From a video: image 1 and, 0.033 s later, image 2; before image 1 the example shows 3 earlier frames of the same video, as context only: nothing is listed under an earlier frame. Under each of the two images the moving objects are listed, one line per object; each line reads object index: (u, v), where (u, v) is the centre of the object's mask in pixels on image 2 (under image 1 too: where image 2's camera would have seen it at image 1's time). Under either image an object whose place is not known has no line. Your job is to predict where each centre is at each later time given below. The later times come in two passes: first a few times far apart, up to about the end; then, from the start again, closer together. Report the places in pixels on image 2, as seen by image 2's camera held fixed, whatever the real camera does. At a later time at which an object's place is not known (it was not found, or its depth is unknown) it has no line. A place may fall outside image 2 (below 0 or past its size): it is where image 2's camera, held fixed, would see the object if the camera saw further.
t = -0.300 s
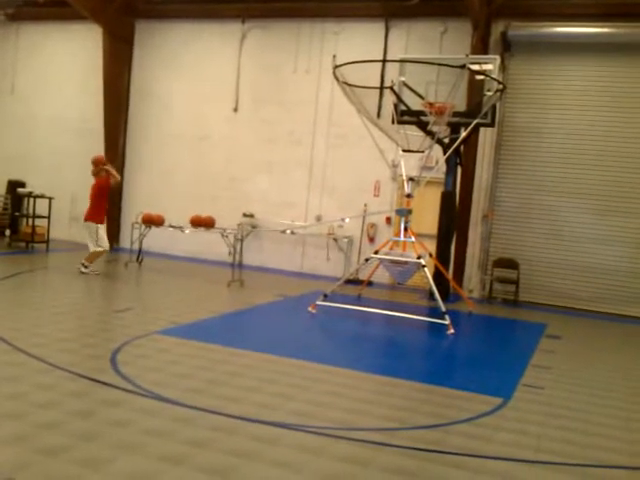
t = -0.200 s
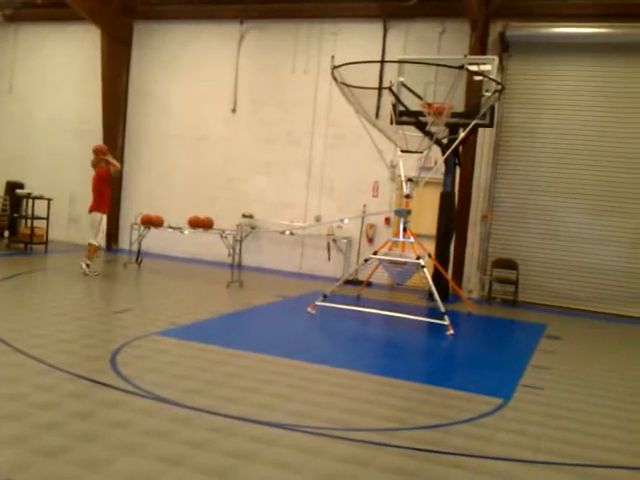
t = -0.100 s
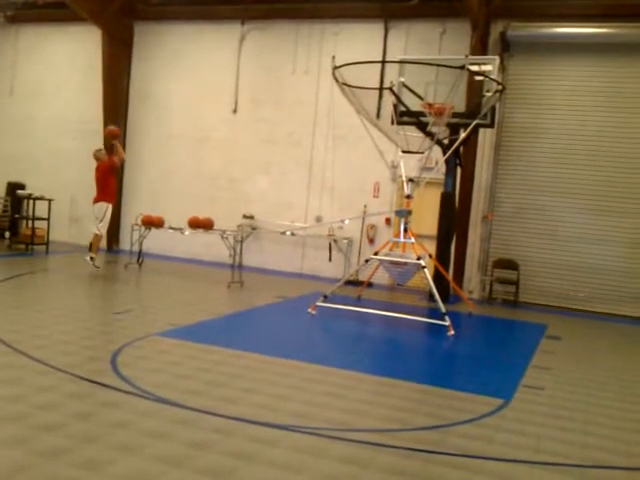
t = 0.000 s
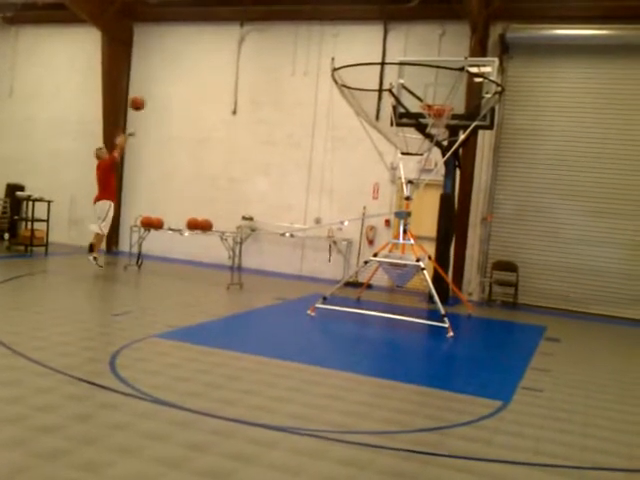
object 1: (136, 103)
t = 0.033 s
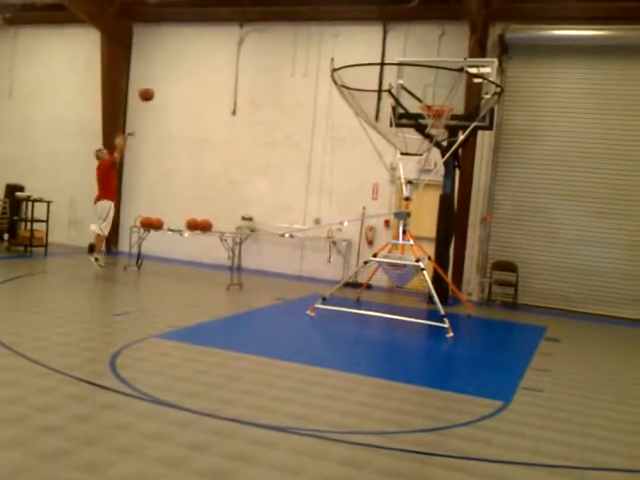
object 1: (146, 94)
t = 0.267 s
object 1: (215, 42)
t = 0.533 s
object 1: (294, 23)
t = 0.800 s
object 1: (372, 51)
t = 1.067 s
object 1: (433, 90)
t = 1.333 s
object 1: (471, 78)
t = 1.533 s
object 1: (502, 86)
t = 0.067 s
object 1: (156, 84)
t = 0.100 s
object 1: (166, 76)
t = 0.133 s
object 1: (176, 68)
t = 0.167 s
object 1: (185, 60)
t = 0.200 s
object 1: (195, 54)
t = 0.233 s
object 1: (205, 48)
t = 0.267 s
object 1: (215, 42)
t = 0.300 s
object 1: (225, 37)
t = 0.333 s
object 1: (235, 34)
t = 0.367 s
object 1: (244, 31)
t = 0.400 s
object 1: (254, 27)
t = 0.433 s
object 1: (264, 25)
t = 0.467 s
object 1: (274, 24)
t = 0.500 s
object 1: (284, 23)
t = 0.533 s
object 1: (294, 23)
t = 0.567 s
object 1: (303, 24)
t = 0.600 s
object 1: (315, 25)
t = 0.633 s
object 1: (324, 27)
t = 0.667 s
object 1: (334, 30)
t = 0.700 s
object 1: (344, 34)
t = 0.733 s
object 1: (353, 39)
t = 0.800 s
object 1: (372, 51)
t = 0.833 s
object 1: (381, 57)
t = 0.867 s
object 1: (389, 66)
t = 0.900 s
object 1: (398, 74)
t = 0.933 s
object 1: (407, 83)
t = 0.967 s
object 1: (415, 92)
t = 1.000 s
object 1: (423, 100)
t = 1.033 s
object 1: (428, 95)
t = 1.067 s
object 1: (433, 90)
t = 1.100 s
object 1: (439, 85)
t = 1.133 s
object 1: (444, 83)
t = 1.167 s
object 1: (449, 80)
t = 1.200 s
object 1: (453, 79)
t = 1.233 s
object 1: (461, 78)
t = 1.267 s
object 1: (467, 79)
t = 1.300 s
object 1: (469, 78)
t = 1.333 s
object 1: (471, 78)
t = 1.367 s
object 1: (476, 80)
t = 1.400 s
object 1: (485, 83)
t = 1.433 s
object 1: (489, 85)
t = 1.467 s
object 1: (494, 88)
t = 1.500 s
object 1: (499, 86)
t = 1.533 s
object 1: (502, 86)
